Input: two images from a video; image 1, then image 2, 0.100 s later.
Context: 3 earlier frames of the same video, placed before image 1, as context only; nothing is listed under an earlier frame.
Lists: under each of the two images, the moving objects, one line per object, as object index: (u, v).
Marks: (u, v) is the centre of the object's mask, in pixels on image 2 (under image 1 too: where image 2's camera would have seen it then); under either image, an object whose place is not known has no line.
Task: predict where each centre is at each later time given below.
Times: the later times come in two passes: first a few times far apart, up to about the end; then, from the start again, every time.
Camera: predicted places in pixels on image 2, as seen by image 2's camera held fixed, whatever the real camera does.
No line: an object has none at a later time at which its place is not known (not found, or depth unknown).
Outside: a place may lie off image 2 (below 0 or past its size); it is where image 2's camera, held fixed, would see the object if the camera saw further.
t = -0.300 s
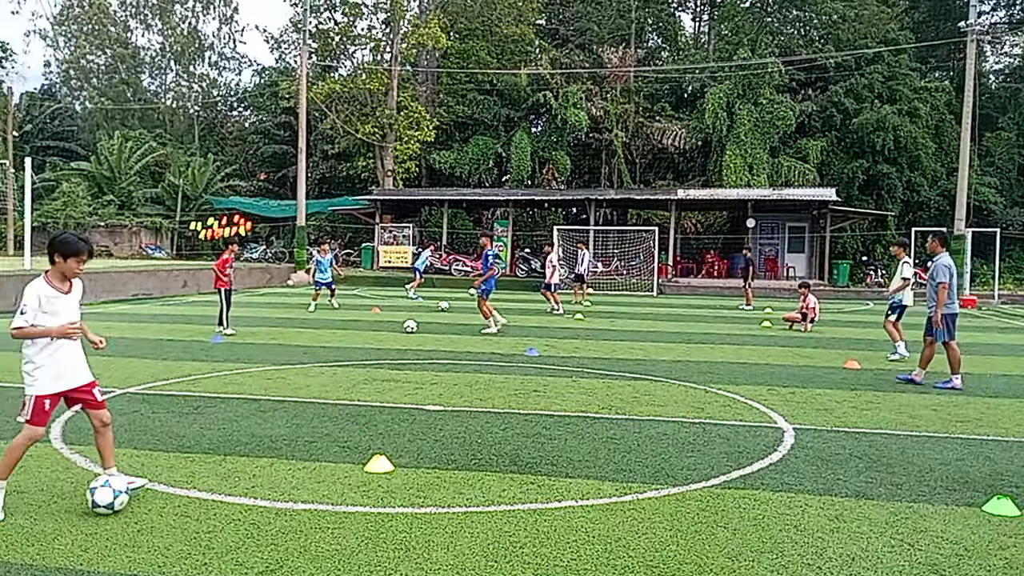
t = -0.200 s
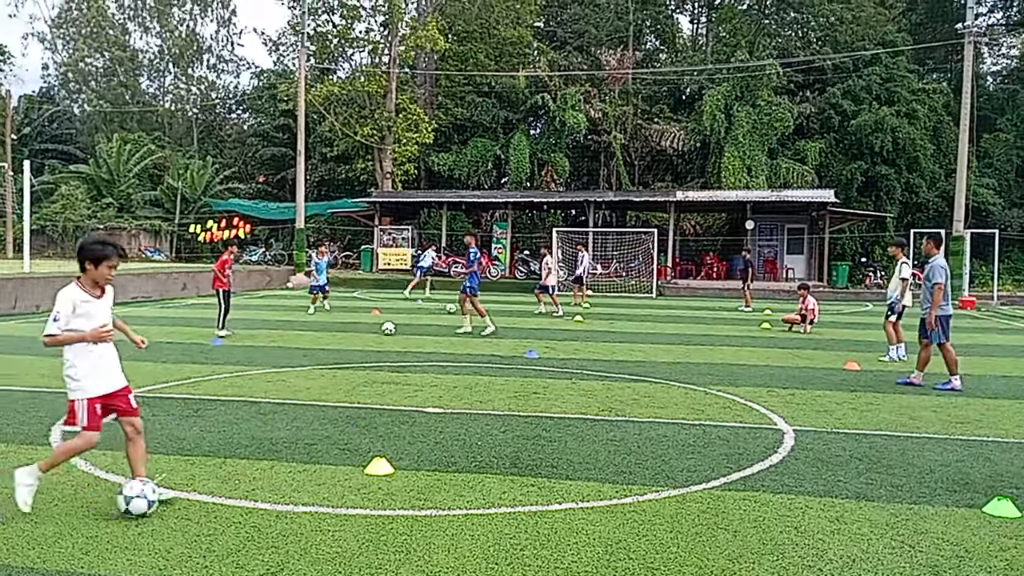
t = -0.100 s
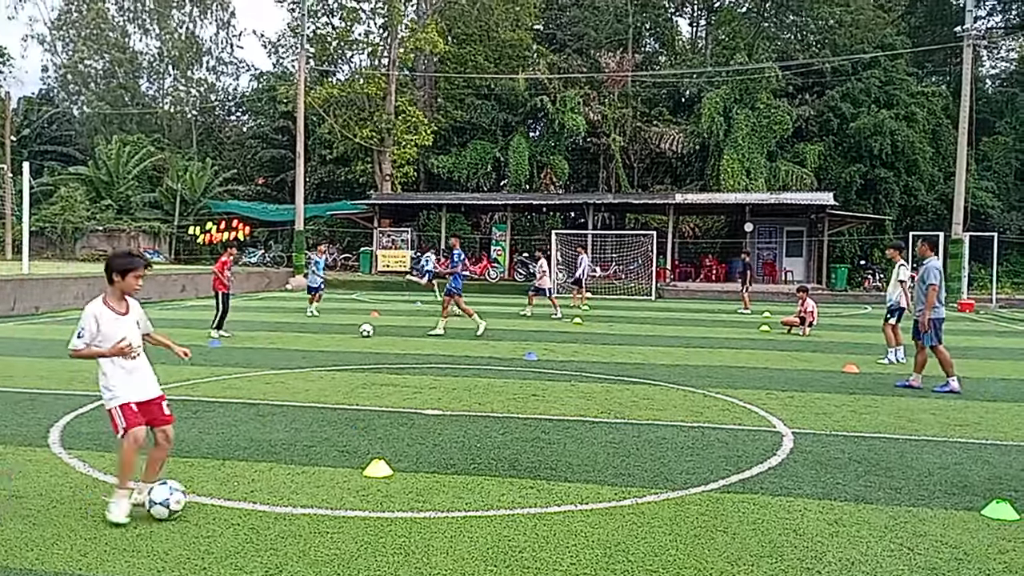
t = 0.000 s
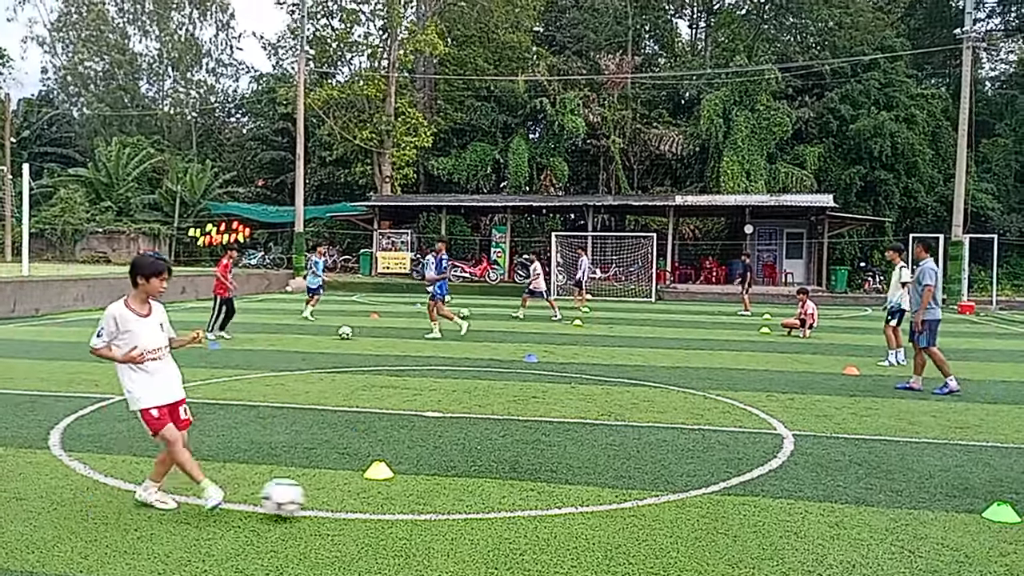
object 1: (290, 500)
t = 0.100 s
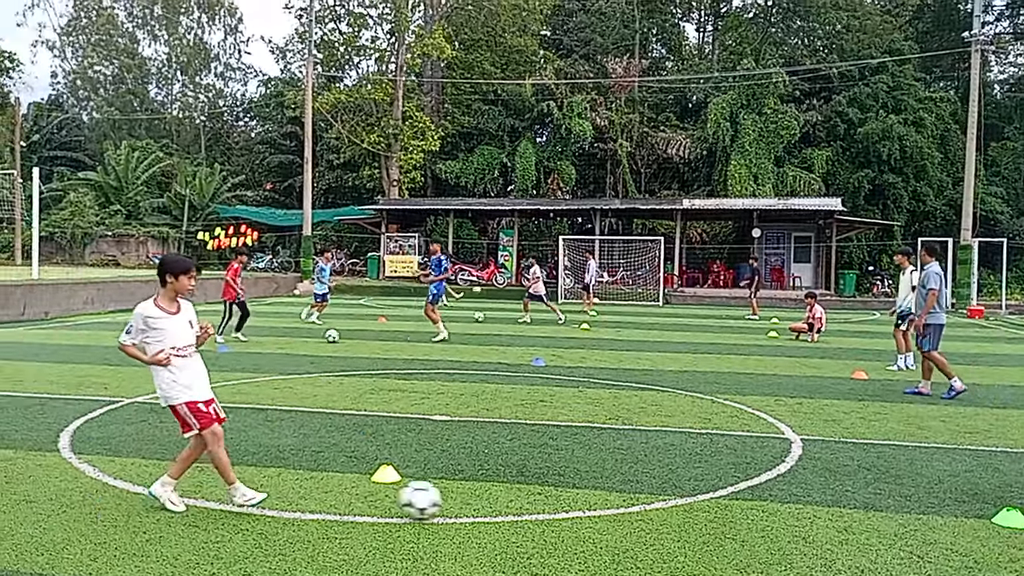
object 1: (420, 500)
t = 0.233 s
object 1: (569, 500)
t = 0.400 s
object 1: (725, 496)
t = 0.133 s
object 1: (460, 501)
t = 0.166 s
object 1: (498, 500)
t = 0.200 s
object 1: (534, 498)
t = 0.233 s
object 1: (569, 500)
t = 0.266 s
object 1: (602, 498)
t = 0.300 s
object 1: (635, 497)
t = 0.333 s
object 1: (667, 498)
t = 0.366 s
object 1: (696, 497)
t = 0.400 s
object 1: (725, 496)
